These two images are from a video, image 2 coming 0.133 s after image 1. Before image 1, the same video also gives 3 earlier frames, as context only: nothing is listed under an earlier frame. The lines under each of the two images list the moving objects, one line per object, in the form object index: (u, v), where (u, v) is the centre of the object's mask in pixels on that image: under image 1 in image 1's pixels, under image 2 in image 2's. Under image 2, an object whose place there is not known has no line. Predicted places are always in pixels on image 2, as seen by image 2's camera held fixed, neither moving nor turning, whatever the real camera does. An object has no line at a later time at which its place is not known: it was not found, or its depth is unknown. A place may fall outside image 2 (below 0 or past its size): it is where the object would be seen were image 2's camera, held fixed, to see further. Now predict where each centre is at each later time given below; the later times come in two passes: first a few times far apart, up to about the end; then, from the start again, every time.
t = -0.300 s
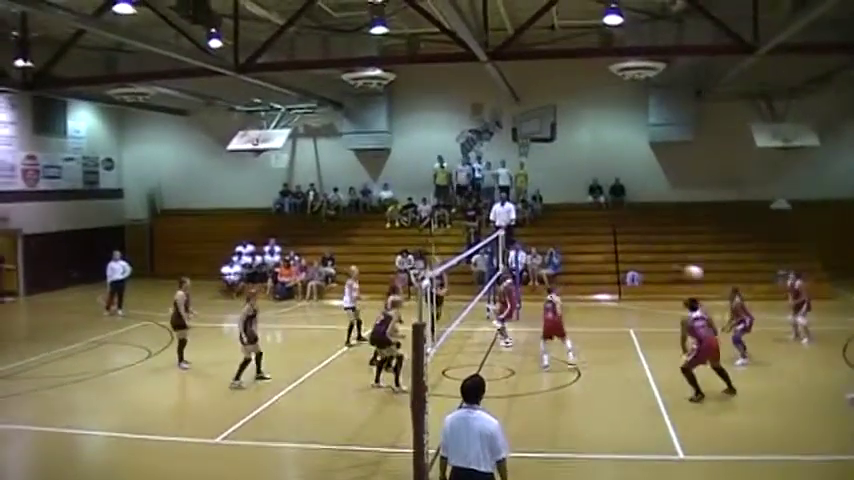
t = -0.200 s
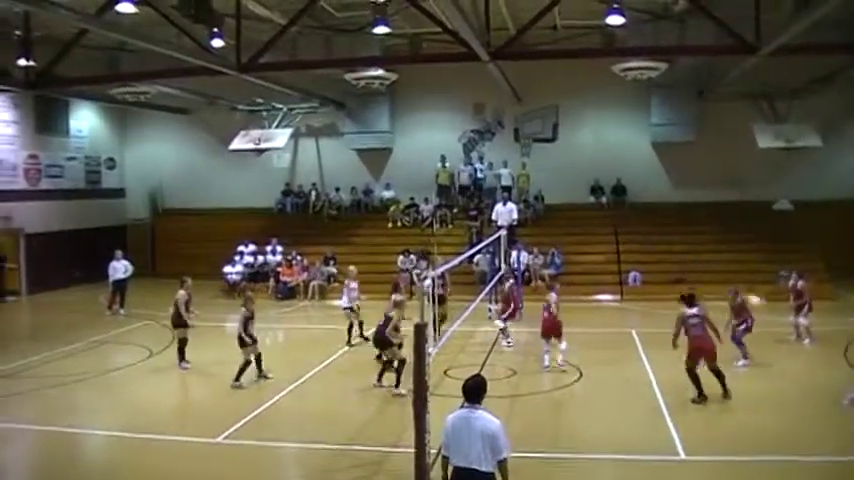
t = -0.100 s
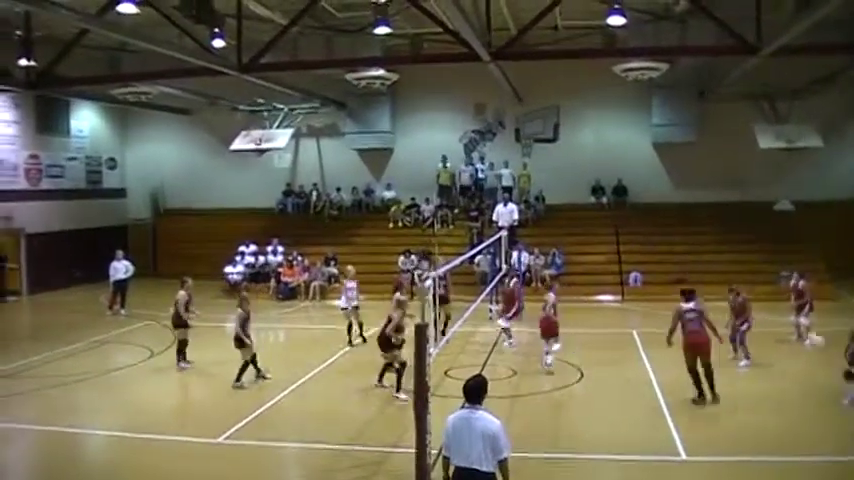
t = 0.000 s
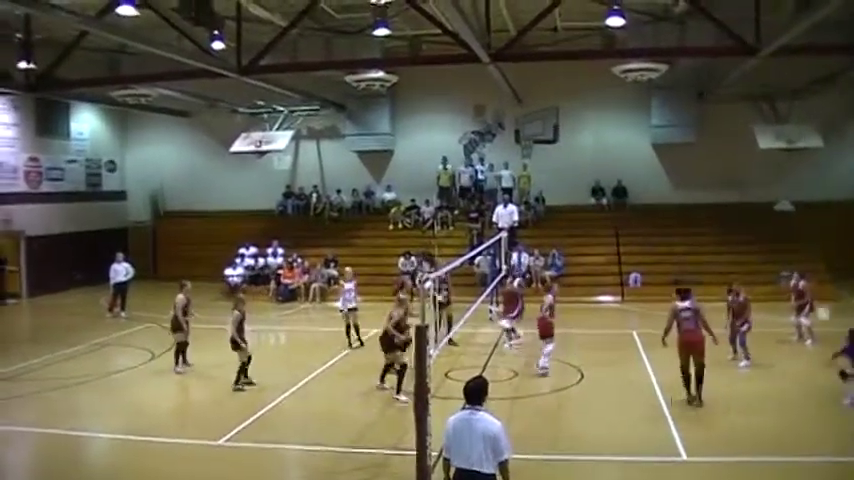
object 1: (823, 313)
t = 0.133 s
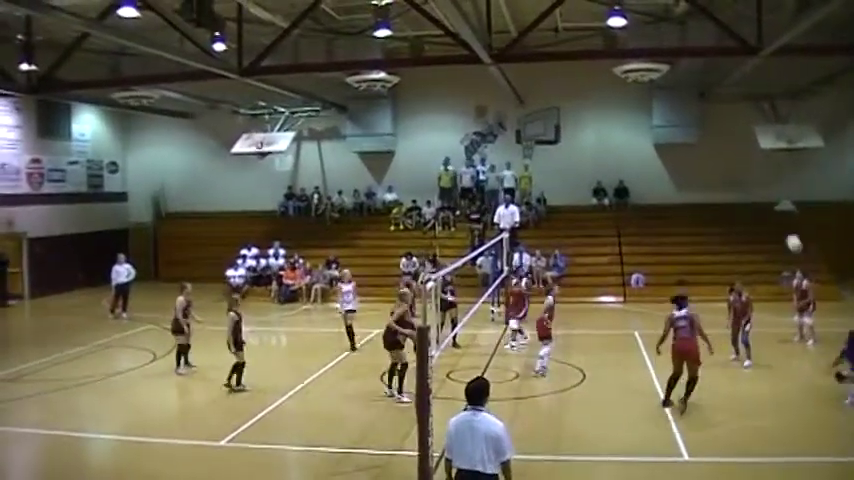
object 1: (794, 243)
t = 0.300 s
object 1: (757, 172)
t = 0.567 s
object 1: (705, 102)
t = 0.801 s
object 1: (665, 77)
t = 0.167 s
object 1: (786, 228)
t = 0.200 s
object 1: (779, 213)
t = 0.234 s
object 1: (772, 198)
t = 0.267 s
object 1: (764, 184)
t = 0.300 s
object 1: (757, 172)
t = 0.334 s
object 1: (750, 160)
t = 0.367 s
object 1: (742, 149)
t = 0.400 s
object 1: (736, 139)
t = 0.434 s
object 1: (729, 131)
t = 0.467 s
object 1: (724, 122)
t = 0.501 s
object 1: (717, 115)
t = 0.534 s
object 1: (711, 108)
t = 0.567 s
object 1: (705, 102)
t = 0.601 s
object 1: (699, 96)
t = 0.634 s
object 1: (693, 91)
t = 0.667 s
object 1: (688, 87)
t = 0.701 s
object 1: (681, 84)
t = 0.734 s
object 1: (676, 81)
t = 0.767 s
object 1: (671, 79)
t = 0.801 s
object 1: (665, 77)
